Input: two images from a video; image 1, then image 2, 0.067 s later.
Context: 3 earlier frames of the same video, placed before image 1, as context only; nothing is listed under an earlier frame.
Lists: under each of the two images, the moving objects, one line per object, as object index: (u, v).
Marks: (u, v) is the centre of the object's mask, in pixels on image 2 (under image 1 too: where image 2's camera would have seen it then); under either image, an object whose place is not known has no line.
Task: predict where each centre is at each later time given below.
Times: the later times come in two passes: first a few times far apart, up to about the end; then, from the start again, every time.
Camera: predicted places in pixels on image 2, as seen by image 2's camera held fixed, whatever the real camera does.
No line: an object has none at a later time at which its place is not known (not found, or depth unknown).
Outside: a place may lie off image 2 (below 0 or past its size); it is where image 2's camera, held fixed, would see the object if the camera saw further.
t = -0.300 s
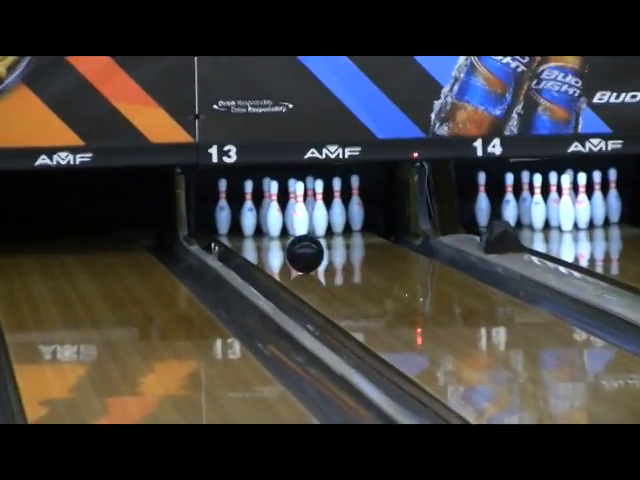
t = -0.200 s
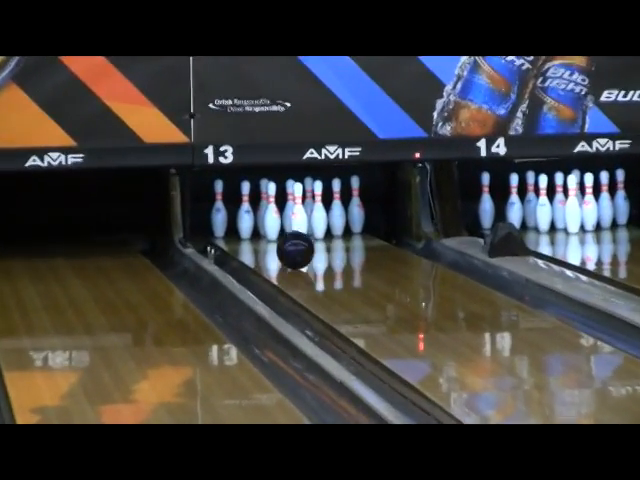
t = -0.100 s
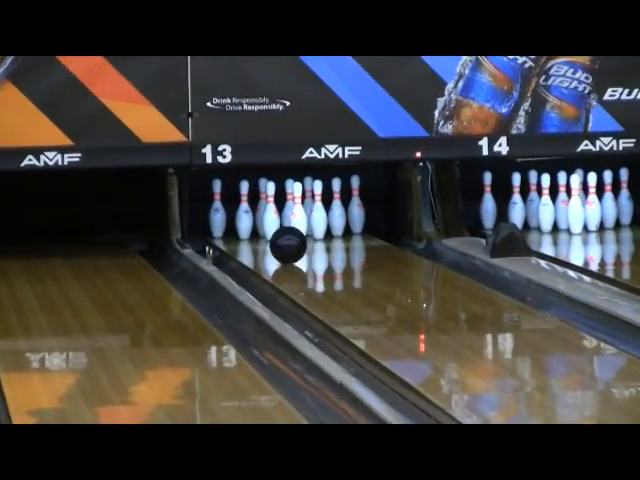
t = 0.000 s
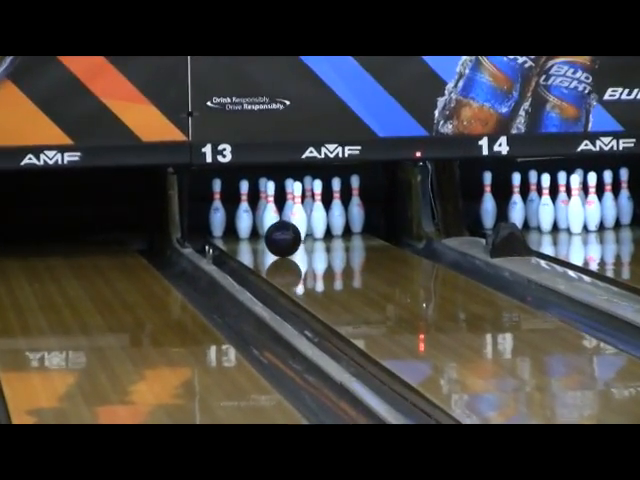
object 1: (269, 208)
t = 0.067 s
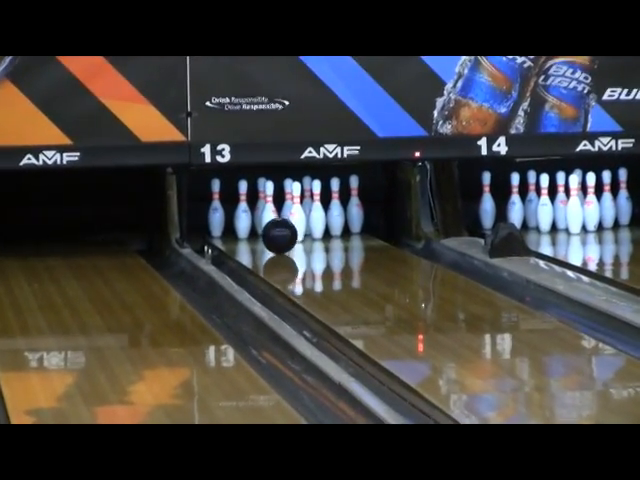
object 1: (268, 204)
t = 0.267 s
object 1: (268, 197)
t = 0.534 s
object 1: (262, 188)
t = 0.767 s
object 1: (262, 204)
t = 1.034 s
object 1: (259, 204)
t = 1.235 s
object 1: (258, 228)
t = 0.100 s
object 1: (268, 203)
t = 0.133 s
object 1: (268, 202)
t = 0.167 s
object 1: (268, 200)
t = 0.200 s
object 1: (268, 199)
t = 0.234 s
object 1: (268, 198)
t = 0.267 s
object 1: (268, 197)
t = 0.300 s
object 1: (268, 195)
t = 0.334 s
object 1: (268, 195)
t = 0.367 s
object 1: (264, 200)
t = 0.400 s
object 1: (265, 194)
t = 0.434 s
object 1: (263, 189)
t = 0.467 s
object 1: (263, 188)
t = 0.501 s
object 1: (262, 188)
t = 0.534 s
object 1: (262, 188)
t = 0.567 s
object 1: (262, 187)
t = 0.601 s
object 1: (263, 187)
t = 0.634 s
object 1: (262, 187)
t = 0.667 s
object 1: (264, 191)
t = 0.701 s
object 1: (264, 196)
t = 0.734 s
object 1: (267, 200)
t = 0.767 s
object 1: (262, 204)
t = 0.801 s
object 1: (261, 208)
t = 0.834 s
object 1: (261, 213)
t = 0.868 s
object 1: (260, 206)
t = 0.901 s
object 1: (259, 200)
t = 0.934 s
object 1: (260, 198)
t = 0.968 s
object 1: (260, 198)
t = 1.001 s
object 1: (259, 200)
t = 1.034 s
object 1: (259, 204)
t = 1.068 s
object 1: (259, 210)
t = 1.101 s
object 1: (259, 216)
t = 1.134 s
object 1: (257, 220)
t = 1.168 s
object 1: (258, 225)
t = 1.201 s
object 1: (259, 227)
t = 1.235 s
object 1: (258, 228)
